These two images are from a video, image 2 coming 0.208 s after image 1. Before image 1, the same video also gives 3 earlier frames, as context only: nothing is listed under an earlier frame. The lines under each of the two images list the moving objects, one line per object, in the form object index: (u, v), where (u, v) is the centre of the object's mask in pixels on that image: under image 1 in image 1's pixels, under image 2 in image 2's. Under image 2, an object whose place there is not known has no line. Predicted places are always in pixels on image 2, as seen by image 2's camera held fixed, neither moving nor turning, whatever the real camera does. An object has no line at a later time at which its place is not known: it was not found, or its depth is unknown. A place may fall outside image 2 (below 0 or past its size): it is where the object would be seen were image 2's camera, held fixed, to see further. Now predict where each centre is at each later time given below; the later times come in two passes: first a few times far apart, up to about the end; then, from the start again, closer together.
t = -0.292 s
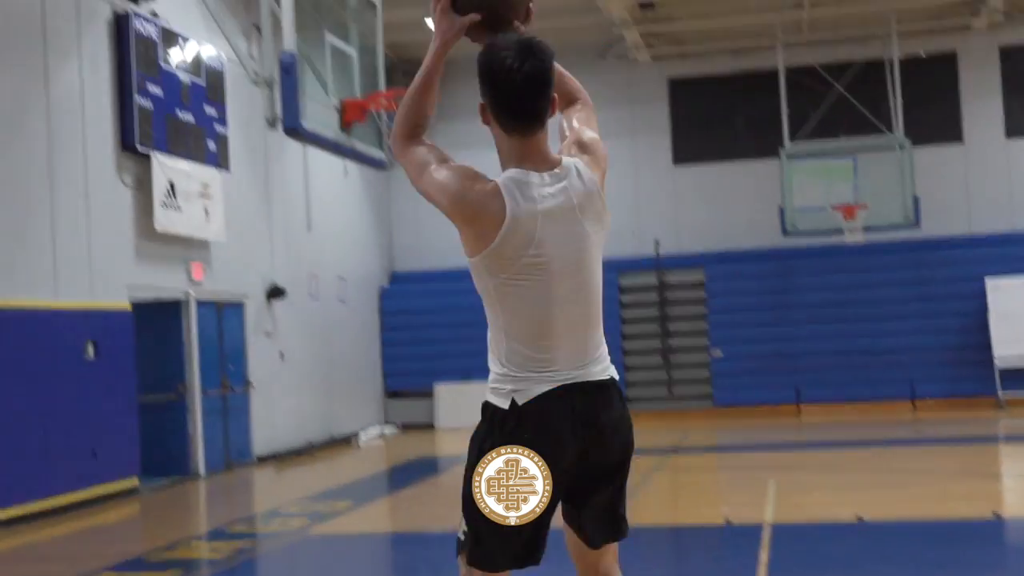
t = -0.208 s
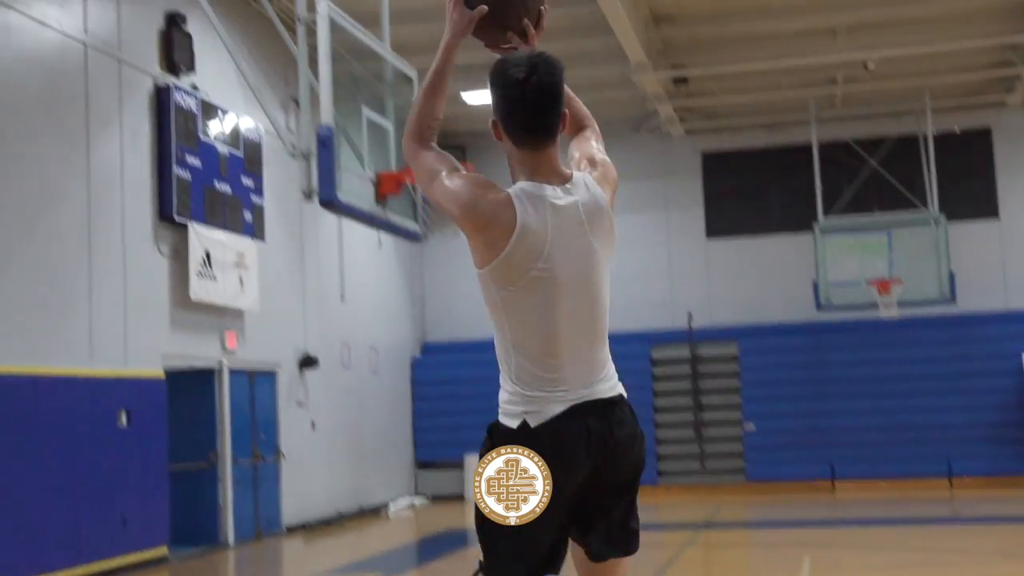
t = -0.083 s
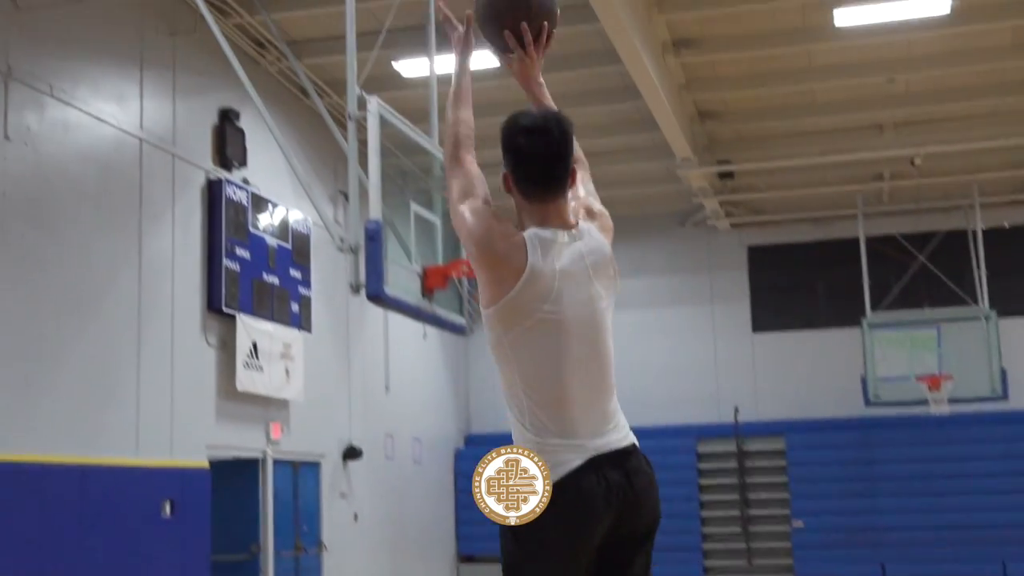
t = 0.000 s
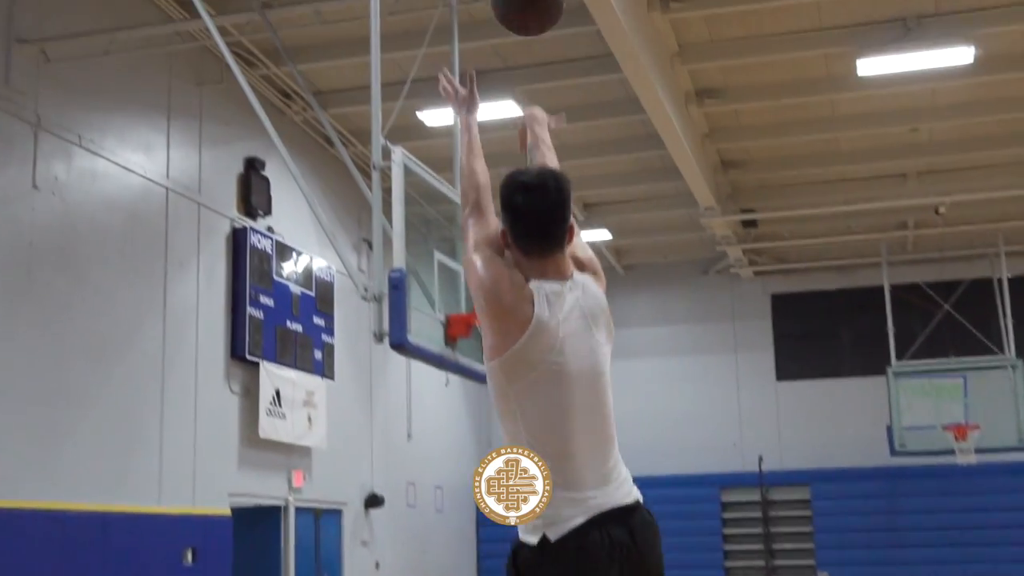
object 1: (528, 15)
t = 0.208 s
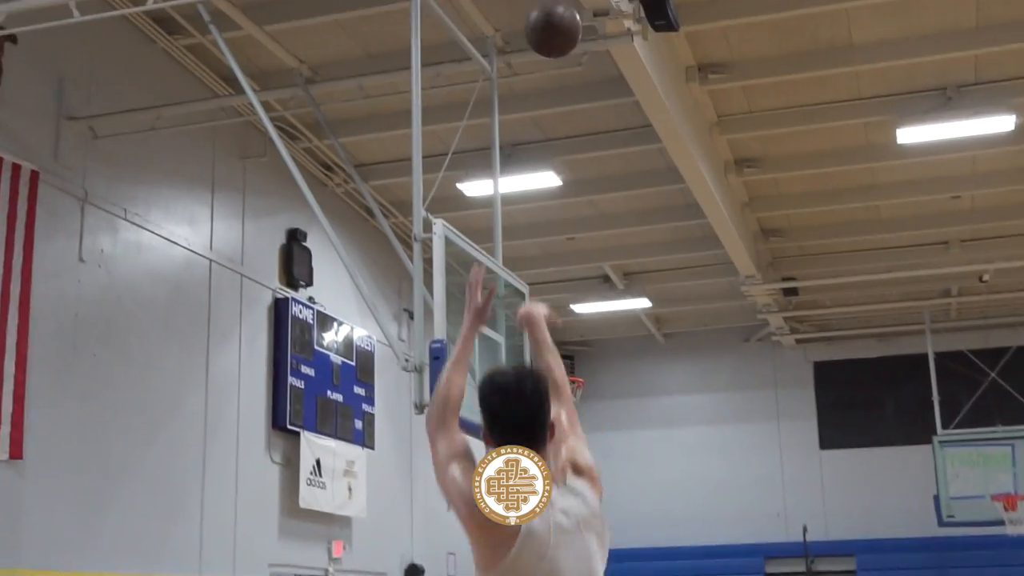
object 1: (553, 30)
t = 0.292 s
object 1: (547, 39)
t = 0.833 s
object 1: (544, 316)
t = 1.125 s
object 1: (554, 392)
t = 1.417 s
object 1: (527, 497)
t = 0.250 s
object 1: (550, 33)
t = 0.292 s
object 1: (547, 39)
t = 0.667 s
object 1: (543, 204)
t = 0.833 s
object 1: (544, 316)
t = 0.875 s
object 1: (545, 347)
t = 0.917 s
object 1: (544, 375)
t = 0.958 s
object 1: (549, 380)
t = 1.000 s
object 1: (548, 382)
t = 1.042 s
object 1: (545, 388)
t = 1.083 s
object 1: (547, 387)
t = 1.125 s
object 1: (554, 392)
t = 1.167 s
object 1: (552, 395)
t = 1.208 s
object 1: (546, 408)
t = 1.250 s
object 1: (540, 424)
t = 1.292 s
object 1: (537, 438)
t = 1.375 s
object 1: (530, 474)
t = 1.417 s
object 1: (527, 497)
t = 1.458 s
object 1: (524, 522)
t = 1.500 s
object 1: (520, 550)
